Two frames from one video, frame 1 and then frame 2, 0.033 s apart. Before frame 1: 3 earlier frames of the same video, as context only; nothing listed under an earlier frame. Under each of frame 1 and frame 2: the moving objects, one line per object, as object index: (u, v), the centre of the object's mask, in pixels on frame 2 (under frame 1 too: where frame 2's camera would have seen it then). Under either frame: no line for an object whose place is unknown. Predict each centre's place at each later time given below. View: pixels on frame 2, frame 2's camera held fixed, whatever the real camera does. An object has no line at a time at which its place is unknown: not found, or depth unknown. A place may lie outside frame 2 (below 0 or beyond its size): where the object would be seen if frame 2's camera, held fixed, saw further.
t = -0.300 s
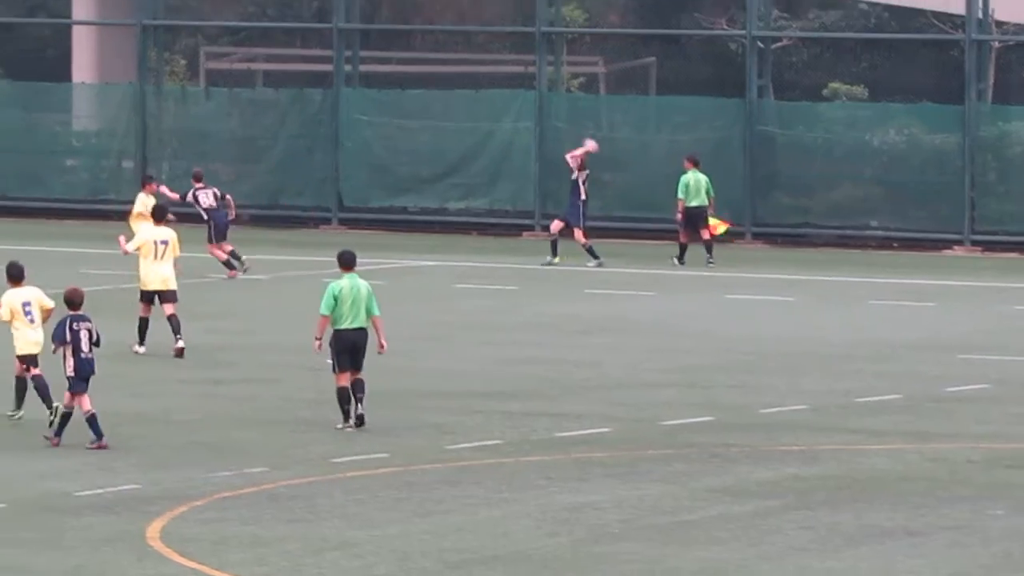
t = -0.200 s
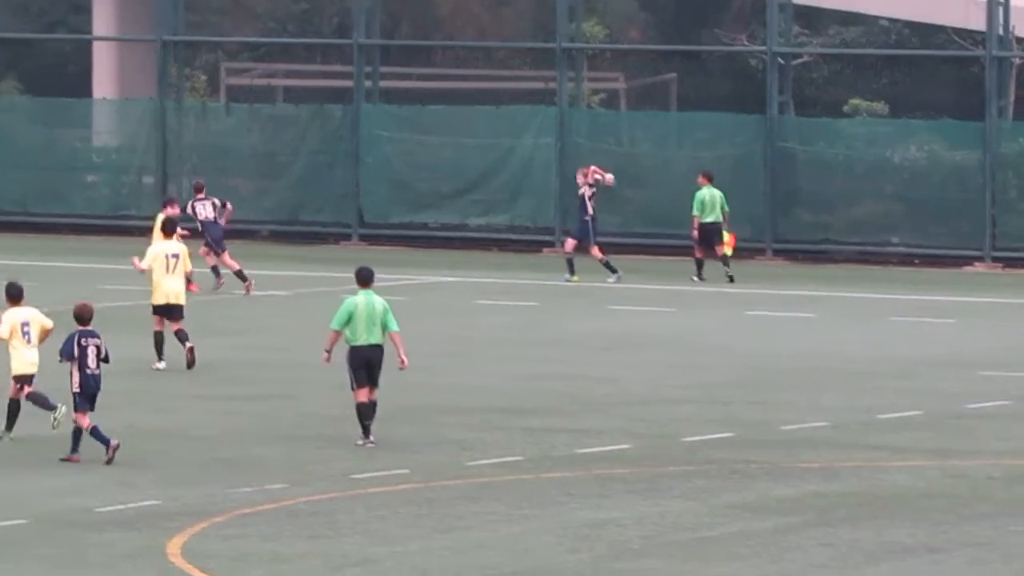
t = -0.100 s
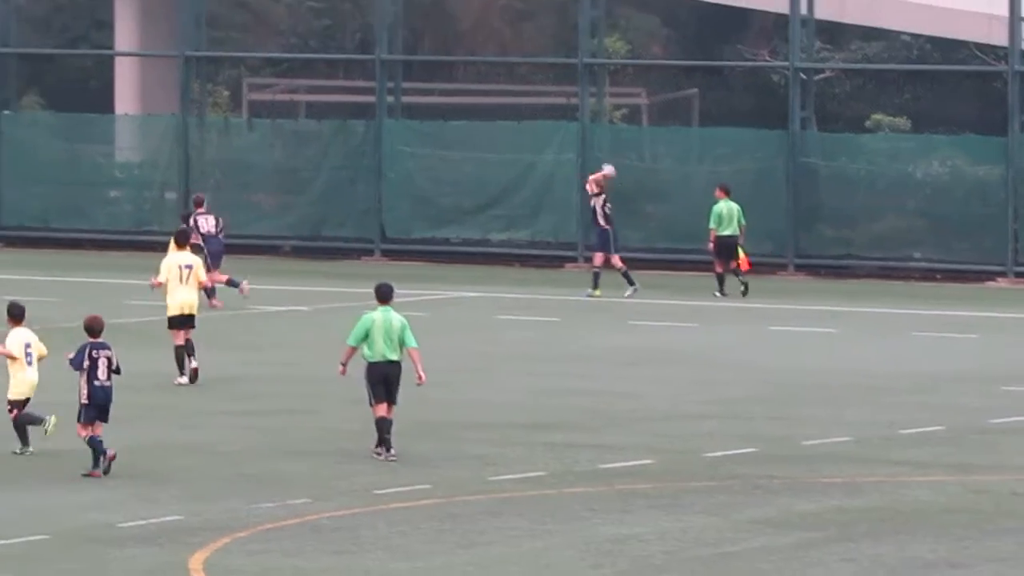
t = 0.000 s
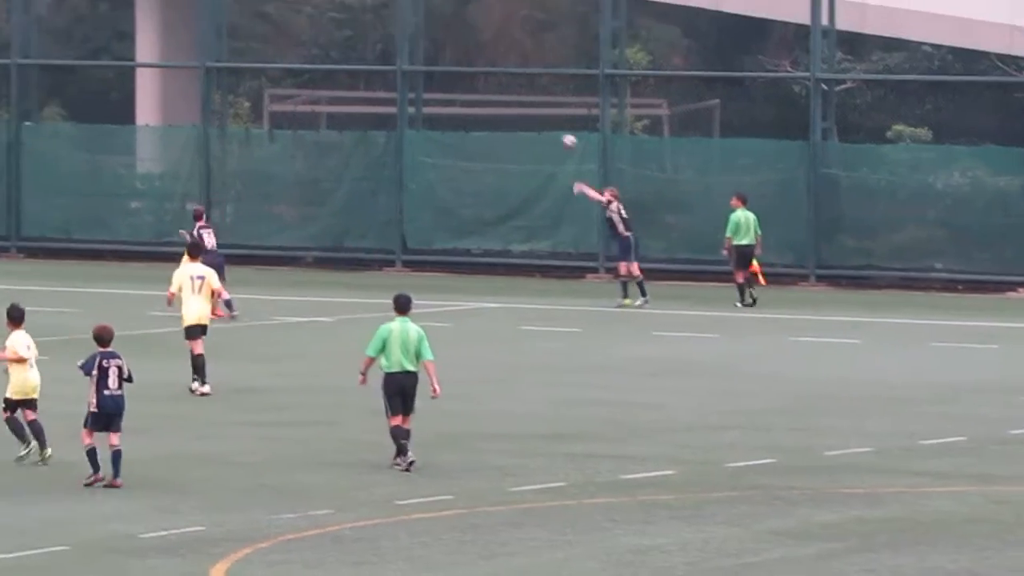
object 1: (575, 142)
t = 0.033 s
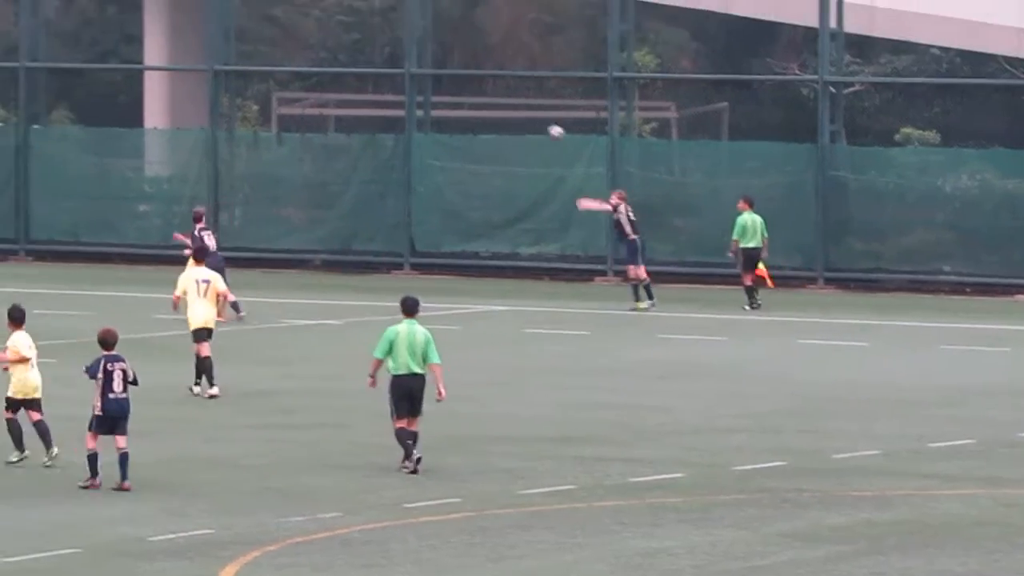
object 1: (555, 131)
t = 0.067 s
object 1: (536, 120)
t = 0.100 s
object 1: (515, 109)
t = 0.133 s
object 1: (495, 101)
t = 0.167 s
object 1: (475, 92)
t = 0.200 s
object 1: (456, 85)
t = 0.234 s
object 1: (436, 79)
